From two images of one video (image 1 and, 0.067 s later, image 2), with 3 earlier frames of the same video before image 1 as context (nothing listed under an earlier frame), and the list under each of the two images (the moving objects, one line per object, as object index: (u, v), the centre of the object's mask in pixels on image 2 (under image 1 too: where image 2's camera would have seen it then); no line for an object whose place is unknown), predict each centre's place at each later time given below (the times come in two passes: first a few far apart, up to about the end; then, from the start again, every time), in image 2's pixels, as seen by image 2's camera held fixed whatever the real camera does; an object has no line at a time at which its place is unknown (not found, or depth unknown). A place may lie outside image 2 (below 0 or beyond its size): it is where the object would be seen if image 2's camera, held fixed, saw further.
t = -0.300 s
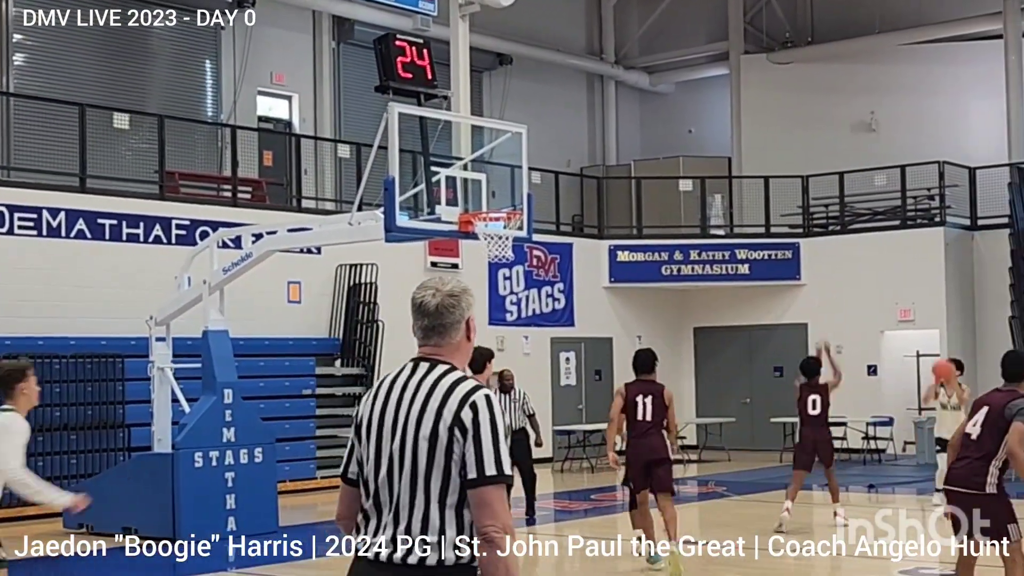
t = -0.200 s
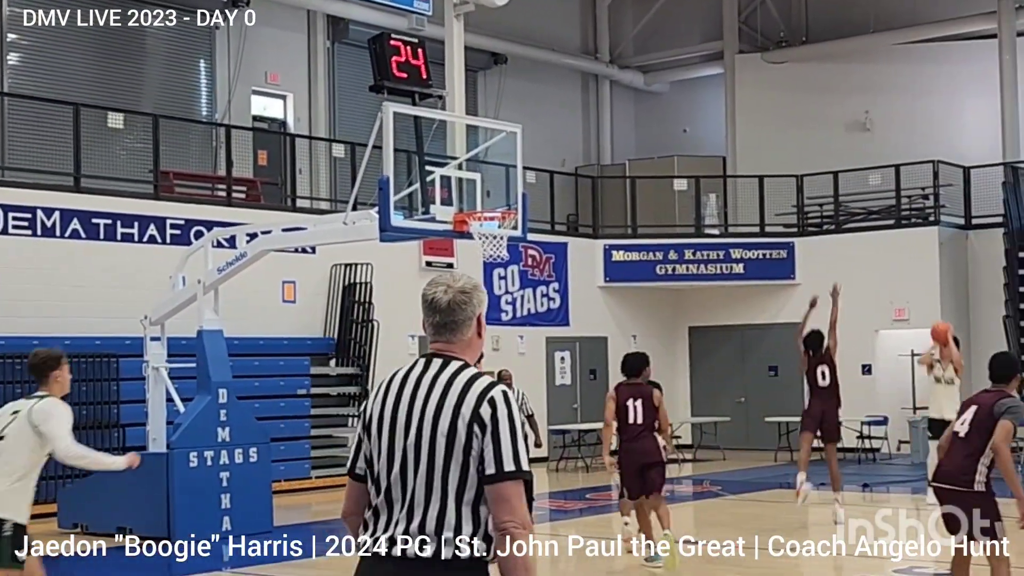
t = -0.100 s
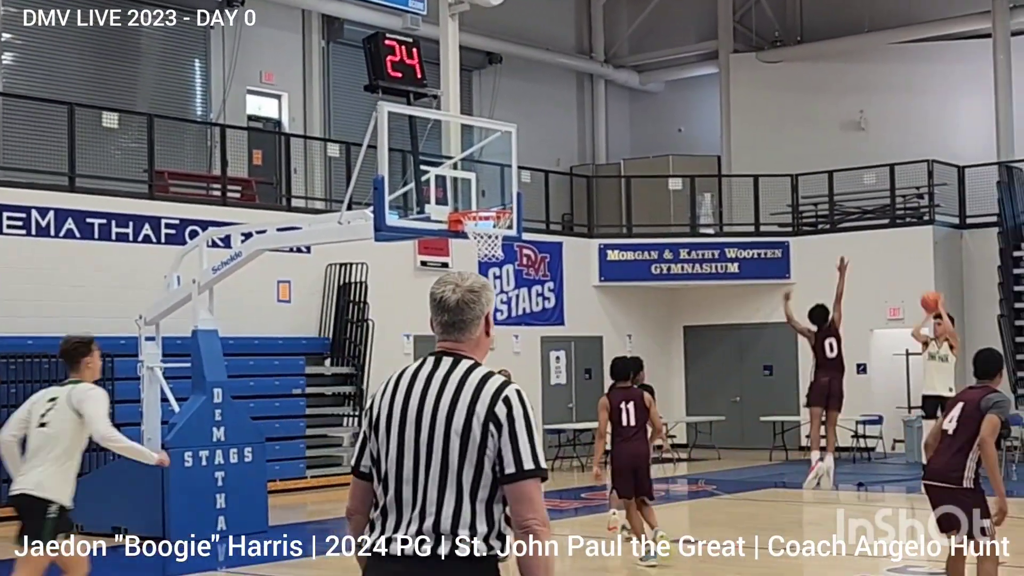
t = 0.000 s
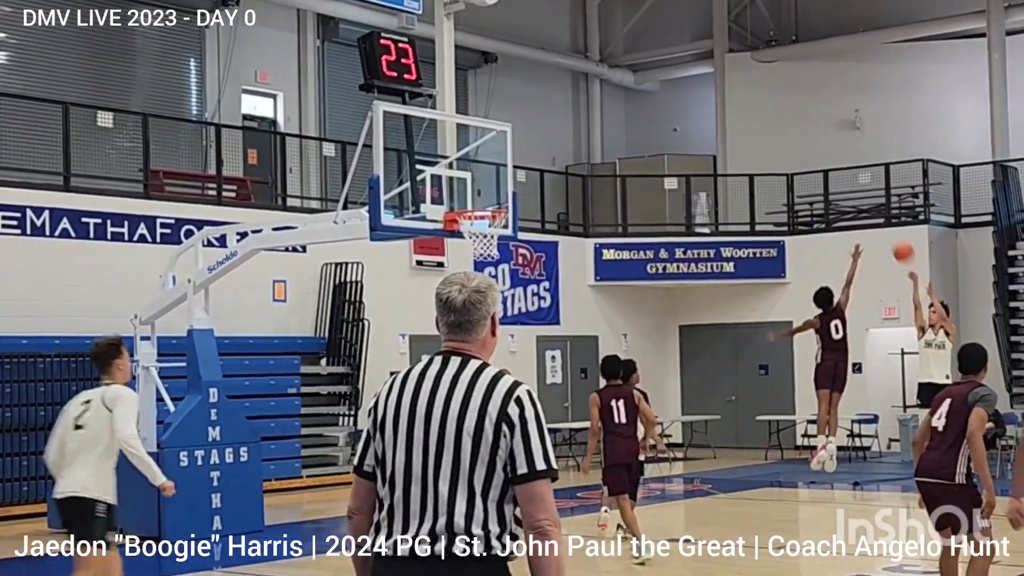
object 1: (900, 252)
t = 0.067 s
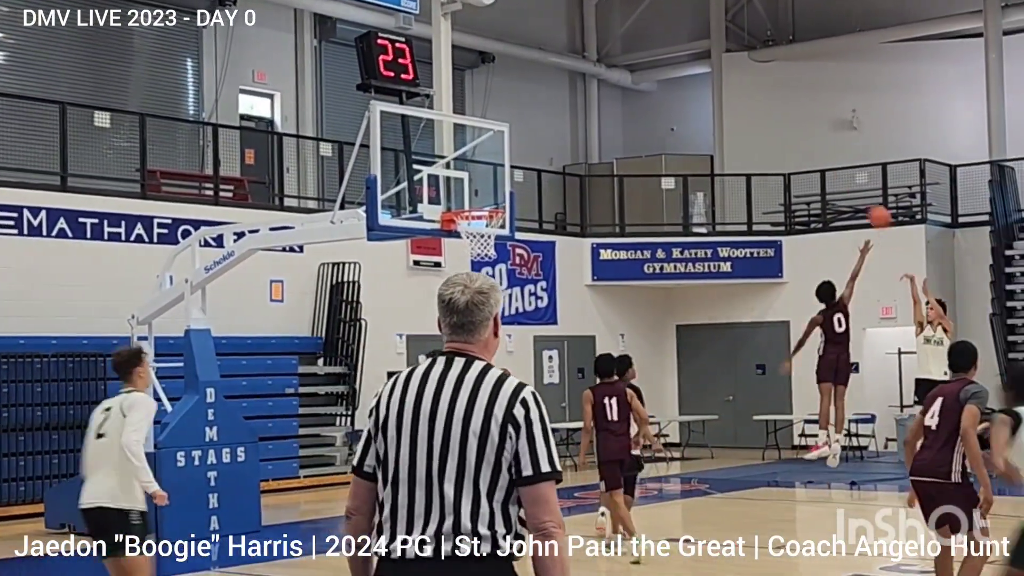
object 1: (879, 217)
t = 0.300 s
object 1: (802, 124)
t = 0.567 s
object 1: (709, 69)
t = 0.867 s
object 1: (593, 88)
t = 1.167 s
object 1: (465, 203)
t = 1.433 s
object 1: (493, 234)
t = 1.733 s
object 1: (460, 271)
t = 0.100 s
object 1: (868, 202)
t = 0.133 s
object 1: (858, 186)
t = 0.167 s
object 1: (847, 173)
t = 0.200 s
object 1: (836, 159)
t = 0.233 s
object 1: (824, 146)
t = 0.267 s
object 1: (813, 134)
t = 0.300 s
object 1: (802, 124)
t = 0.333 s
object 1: (791, 114)
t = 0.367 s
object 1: (780, 104)
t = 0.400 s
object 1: (768, 96)
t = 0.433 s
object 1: (757, 89)
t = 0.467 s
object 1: (745, 82)
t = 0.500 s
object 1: (733, 77)
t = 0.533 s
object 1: (721, 72)
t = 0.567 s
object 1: (709, 69)
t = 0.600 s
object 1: (697, 67)
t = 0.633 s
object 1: (684, 65)
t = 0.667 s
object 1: (672, 65)
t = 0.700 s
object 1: (660, 66)
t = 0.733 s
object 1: (647, 68)
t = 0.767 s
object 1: (634, 71)
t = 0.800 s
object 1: (621, 76)
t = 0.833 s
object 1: (608, 81)
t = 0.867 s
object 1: (593, 88)
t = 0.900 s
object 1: (579, 95)
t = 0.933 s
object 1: (566, 105)
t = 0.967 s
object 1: (552, 115)
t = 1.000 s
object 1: (538, 127)
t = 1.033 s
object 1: (524, 140)
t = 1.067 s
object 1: (510, 155)
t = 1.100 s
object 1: (494, 171)
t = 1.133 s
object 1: (480, 188)
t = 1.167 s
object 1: (465, 203)
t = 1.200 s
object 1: (473, 214)
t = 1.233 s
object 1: (491, 226)
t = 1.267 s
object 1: (497, 228)
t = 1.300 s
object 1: (498, 229)
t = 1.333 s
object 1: (498, 229)
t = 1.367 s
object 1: (497, 229)
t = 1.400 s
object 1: (495, 231)
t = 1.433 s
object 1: (493, 234)
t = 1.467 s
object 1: (491, 236)
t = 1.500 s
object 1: (490, 241)
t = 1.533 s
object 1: (486, 244)
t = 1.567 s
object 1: (483, 246)
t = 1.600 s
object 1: (480, 248)
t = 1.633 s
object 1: (476, 258)
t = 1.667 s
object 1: (472, 262)
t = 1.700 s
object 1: (469, 264)
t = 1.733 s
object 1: (460, 271)
